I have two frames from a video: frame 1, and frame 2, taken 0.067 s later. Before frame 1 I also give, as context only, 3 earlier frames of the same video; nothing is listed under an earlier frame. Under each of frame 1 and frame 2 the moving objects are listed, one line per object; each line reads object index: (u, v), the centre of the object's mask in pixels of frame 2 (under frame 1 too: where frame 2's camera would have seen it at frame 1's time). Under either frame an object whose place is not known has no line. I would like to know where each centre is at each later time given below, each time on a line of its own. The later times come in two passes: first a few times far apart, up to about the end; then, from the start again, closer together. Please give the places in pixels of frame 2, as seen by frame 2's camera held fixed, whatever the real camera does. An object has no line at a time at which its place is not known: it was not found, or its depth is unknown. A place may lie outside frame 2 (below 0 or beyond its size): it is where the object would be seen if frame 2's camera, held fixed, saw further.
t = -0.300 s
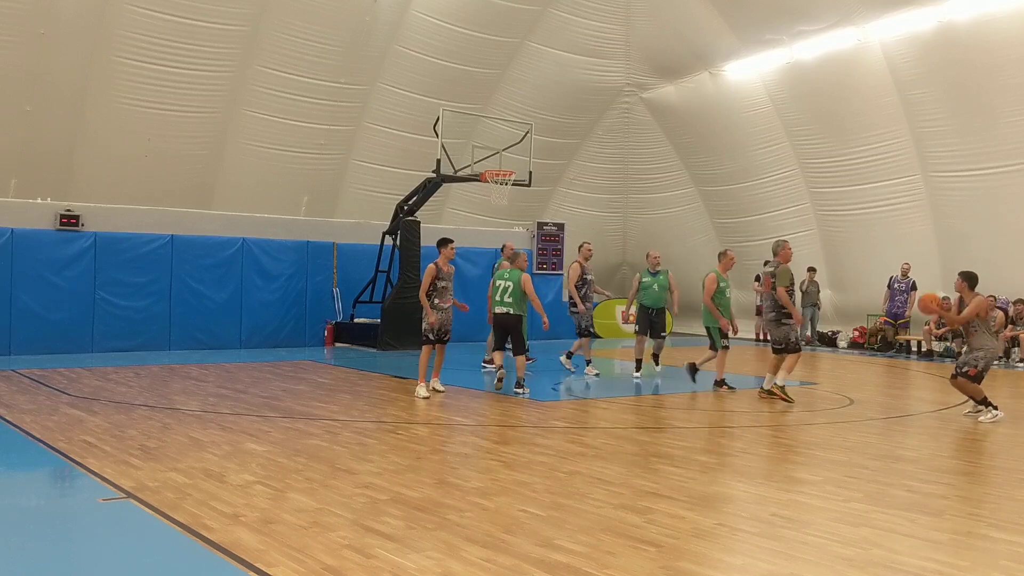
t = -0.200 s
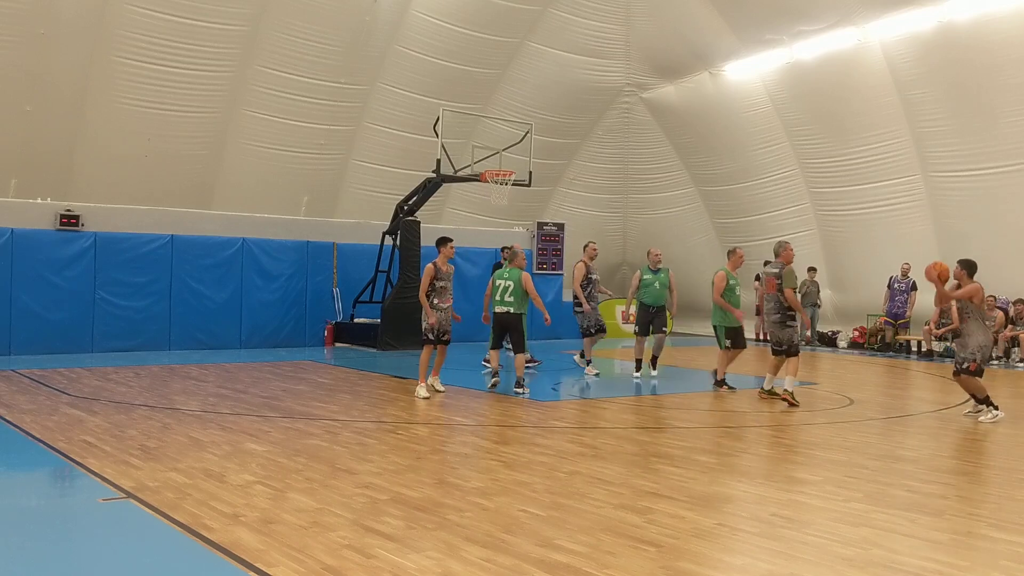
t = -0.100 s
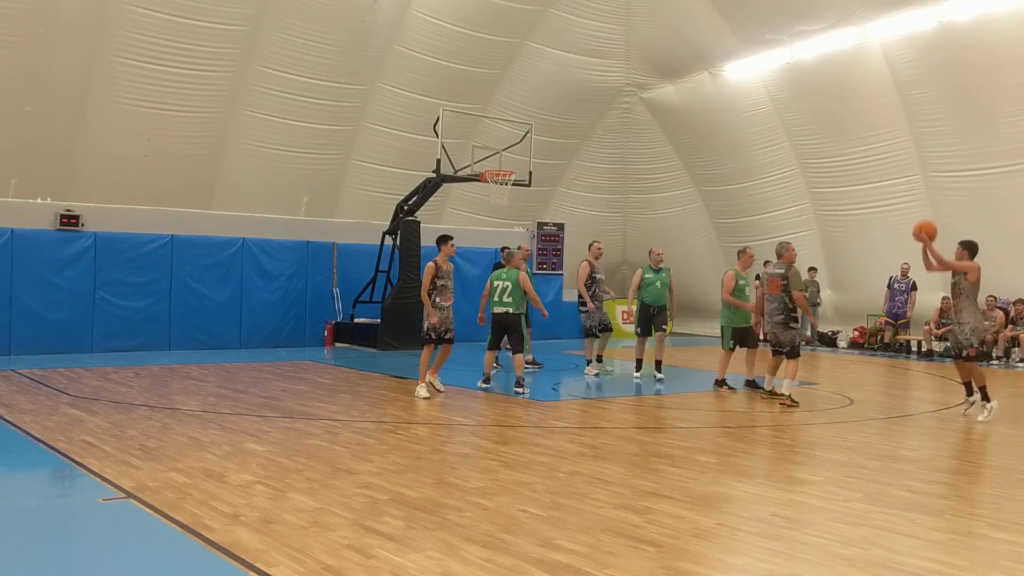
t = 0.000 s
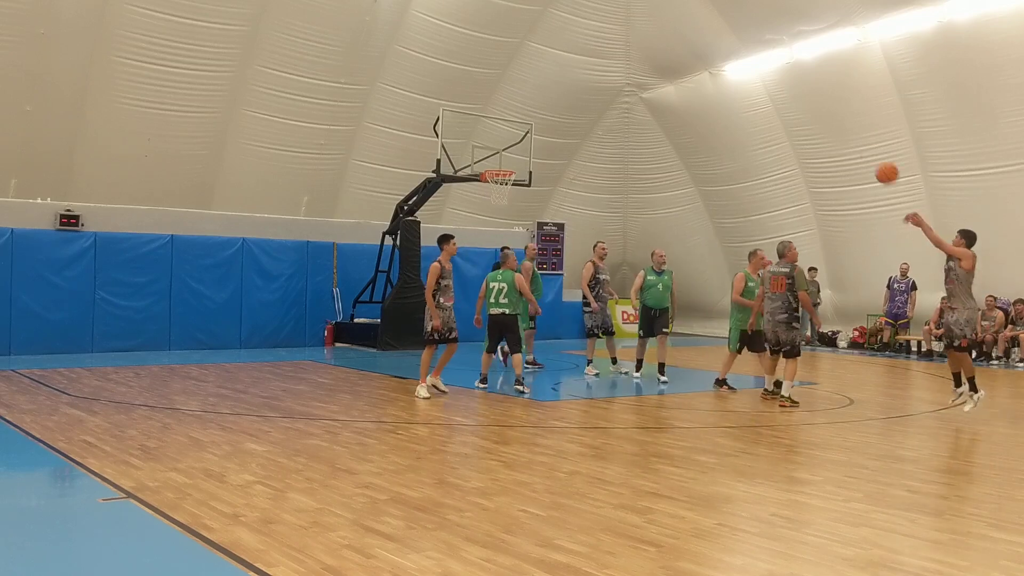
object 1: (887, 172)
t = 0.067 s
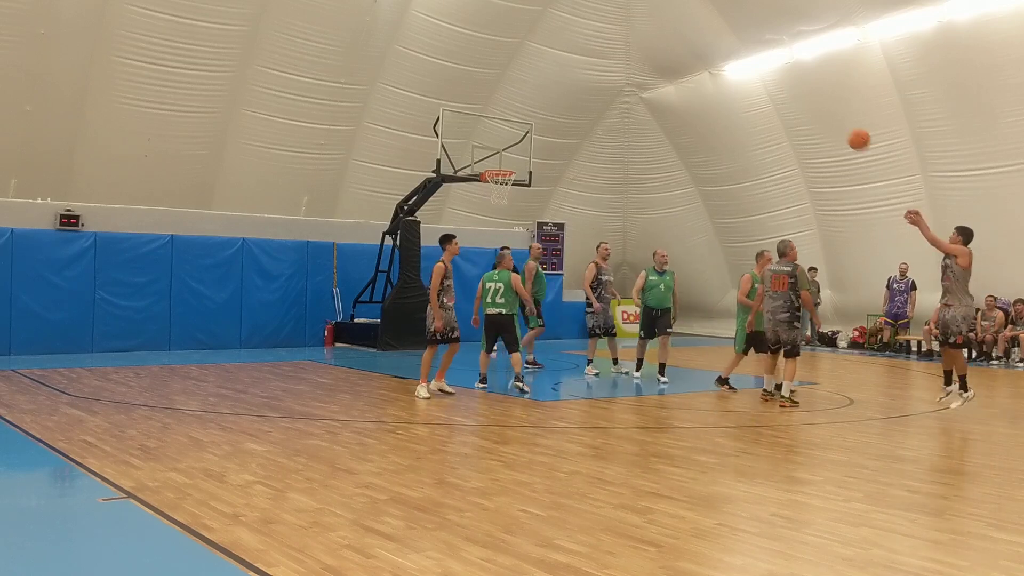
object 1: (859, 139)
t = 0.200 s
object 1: (807, 87)
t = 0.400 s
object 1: (735, 41)
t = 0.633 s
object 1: (663, 29)
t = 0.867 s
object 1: (599, 57)
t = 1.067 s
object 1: (551, 105)
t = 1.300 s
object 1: (499, 167)
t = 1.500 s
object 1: (481, 145)
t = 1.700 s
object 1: (462, 145)
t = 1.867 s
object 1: (445, 165)
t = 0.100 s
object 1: (845, 124)
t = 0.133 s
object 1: (832, 111)
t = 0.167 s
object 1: (819, 98)
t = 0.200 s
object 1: (807, 87)
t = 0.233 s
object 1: (795, 76)
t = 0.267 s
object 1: (783, 68)
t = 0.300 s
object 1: (770, 59)
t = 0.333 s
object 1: (758, 51)
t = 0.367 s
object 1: (747, 45)
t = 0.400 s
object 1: (735, 41)
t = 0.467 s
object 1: (715, 33)
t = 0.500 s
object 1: (704, 30)
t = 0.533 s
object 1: (694, 29)
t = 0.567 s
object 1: (683, 28)
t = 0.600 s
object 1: (673, 28)
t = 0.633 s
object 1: (663, 29)
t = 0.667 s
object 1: (654, 31)
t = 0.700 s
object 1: (644, 33)
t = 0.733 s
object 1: (635, 37)
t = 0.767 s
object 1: (626, 40)
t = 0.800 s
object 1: (617, 45)
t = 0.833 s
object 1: (608, 50)
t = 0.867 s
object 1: (599, 57)
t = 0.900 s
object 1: (591, 63)
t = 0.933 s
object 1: (583, 70)
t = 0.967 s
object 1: (574, 79)
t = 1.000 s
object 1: (566, 87)
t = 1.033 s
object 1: (558, 96)
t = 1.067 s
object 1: (551, 105)
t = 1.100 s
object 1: (543, 115)
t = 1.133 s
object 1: (536, 126)
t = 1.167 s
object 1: (528, 137)
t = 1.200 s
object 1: (521, 149)
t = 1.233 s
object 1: (514, 161)
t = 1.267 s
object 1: (507, 166)
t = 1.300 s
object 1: (499, 167)
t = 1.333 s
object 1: (495, 164)
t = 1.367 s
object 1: (492, 160)
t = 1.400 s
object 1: (489, 156)
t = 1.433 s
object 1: (487, 152)
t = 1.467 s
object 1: (484, 148)
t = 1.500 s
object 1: (481, 145)
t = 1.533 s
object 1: (478, 143)
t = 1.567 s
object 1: (475, 143)
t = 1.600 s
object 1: (472, 142)
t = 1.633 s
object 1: (469, 142)
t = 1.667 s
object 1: (465, 143)
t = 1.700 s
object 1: (462, 145)
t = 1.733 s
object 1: (459, 146)
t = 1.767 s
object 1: (456, 150)
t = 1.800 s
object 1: (452, 154)
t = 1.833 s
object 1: (449, 159)
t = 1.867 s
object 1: (445, 165)
